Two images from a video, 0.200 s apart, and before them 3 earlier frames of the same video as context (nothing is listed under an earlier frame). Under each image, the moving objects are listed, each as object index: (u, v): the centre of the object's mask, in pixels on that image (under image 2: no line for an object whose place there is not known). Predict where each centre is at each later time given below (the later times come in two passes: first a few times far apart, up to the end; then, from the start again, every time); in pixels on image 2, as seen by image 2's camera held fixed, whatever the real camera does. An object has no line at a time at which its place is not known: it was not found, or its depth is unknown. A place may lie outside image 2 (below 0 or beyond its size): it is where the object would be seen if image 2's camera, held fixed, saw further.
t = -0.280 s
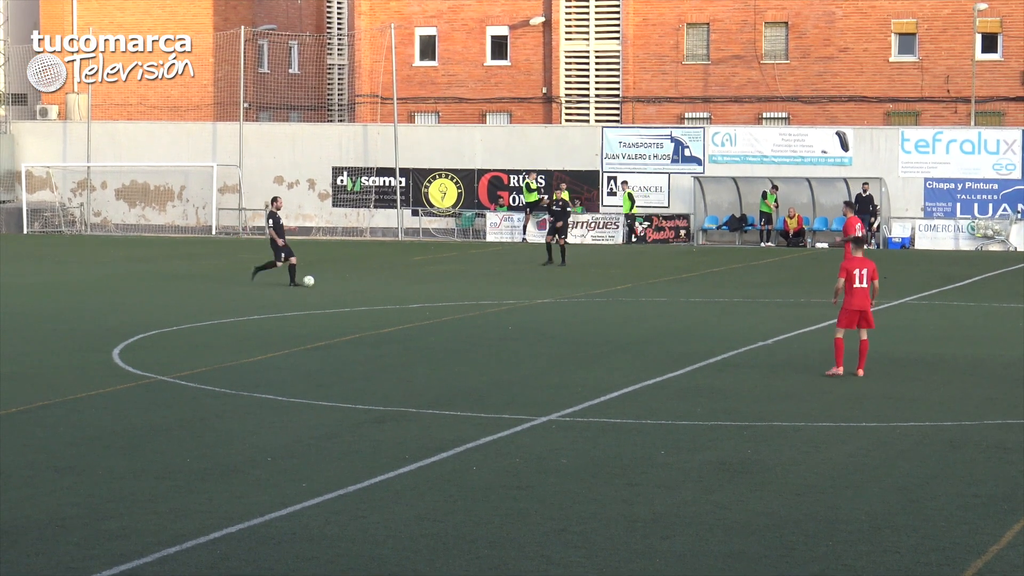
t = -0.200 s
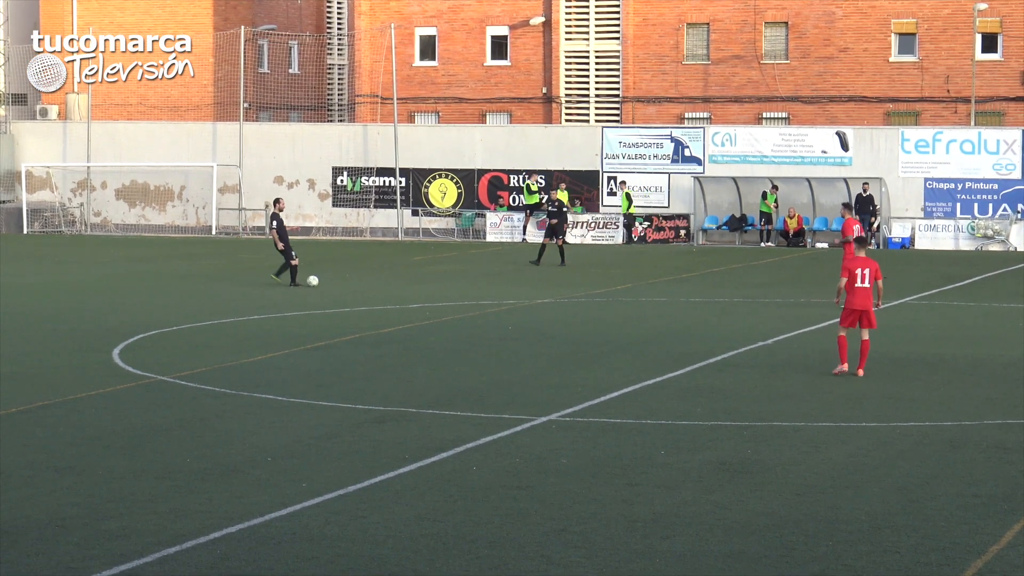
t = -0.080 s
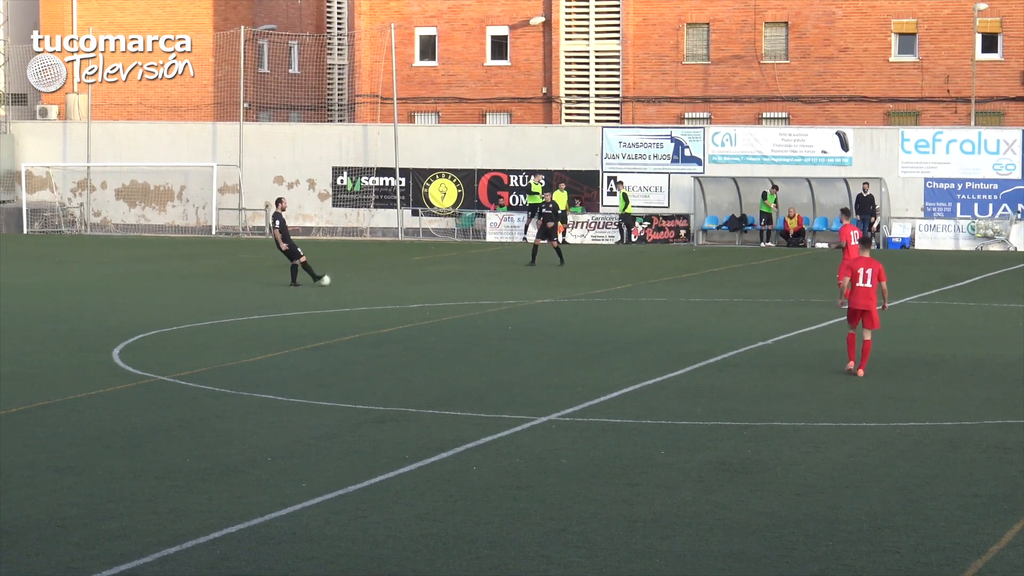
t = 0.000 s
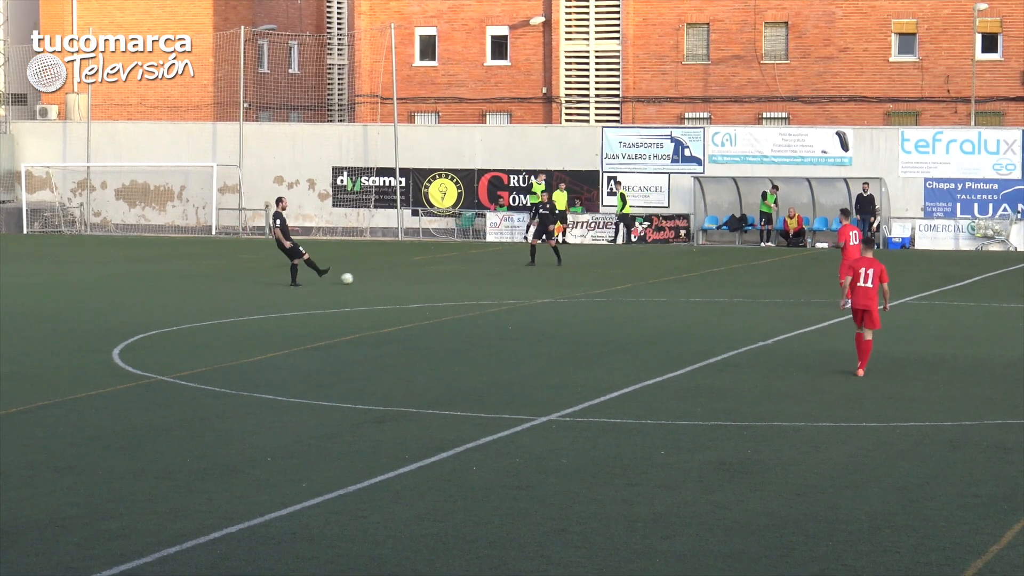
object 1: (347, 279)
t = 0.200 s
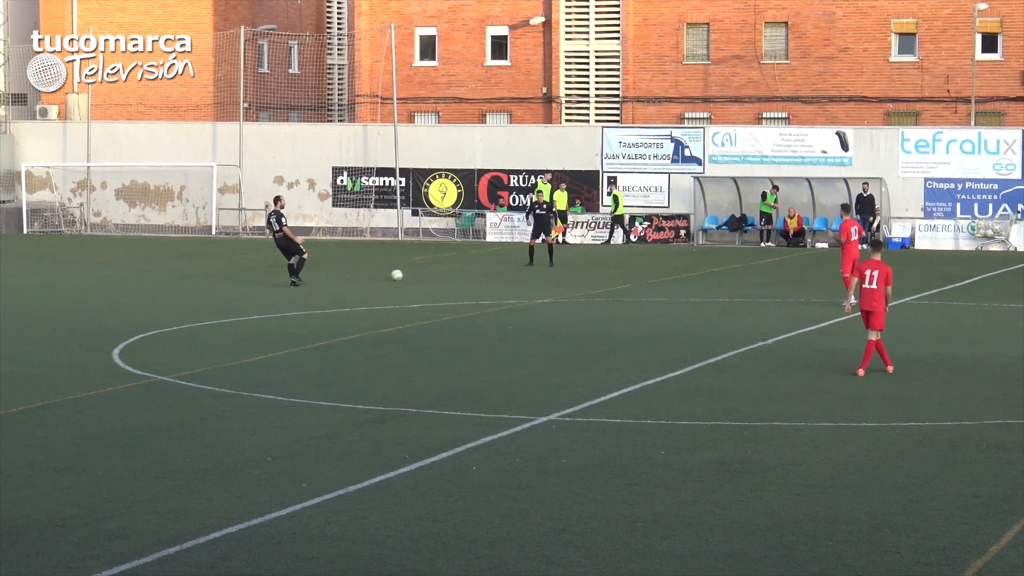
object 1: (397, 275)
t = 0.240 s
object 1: (405, 274)
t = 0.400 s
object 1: (436, 271)
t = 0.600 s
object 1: (469, 268)
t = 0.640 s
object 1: (475, 268)
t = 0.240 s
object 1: (405, 274)
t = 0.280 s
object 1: (413, 273)
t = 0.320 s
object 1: (421, 273)
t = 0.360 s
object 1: (429, 272)
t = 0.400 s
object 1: (436, 271)
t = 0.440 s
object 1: (443, 271)
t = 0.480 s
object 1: (450, 270)
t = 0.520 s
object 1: (456, 270)
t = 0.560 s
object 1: (462, 270)
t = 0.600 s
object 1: (469, 268)
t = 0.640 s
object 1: (475, 268)
